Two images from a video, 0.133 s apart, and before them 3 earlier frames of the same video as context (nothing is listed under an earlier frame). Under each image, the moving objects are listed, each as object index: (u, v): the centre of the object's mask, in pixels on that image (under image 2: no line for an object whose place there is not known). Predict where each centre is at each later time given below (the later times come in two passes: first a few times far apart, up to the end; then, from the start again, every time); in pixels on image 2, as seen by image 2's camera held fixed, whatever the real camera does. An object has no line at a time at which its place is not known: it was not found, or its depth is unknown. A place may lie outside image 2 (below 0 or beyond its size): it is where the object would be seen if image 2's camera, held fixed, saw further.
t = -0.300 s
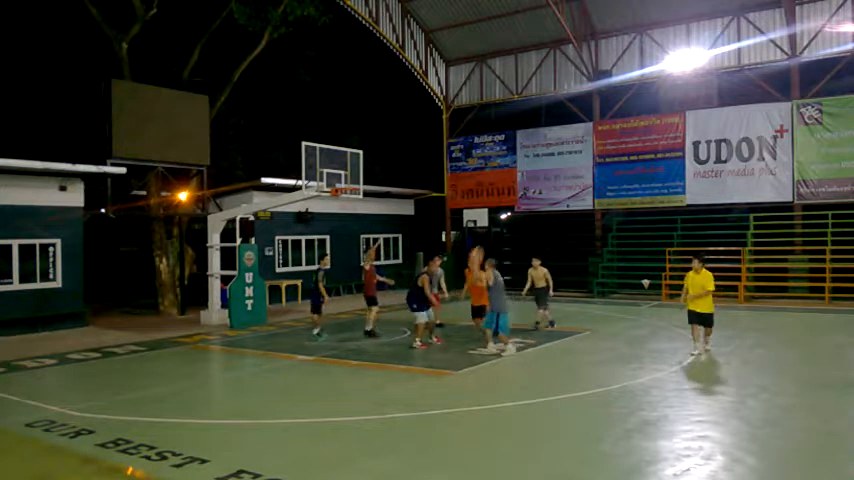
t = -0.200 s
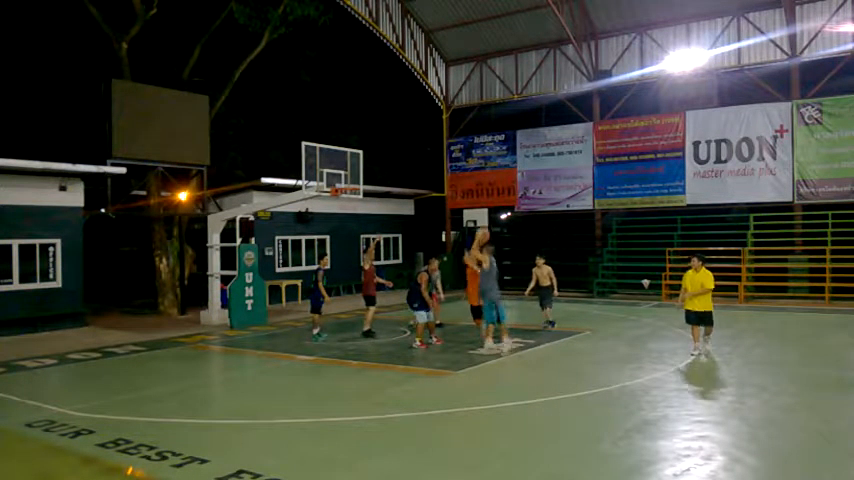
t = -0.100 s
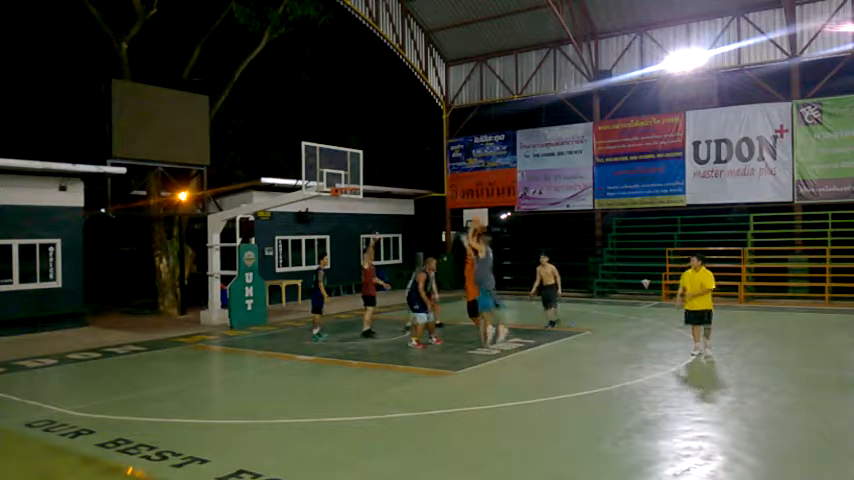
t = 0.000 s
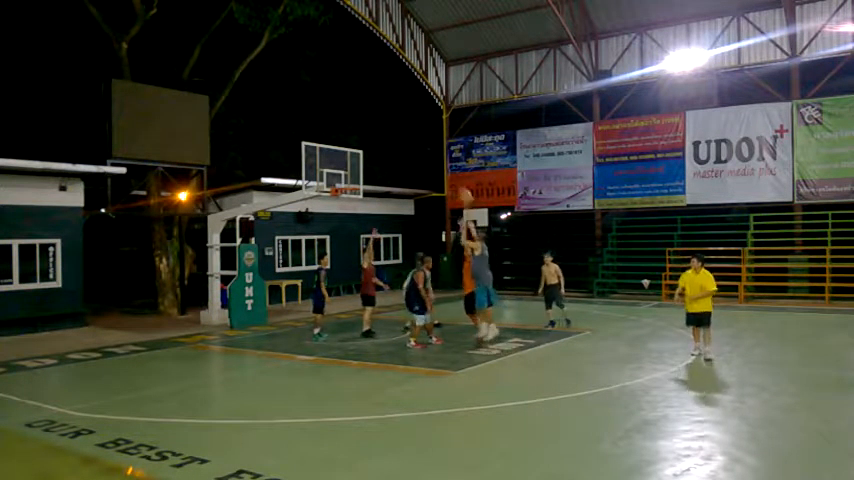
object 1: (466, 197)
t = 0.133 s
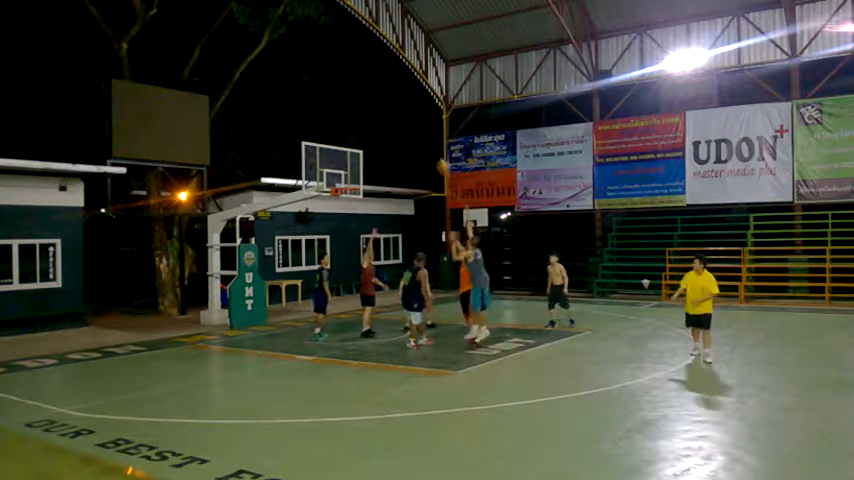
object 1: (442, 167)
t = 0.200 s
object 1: (433, 155)
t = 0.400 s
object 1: (405, 139)
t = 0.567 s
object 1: (385, 141)
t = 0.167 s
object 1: (438, 160)
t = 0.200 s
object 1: (433, 155)
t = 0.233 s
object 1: (428, 151)
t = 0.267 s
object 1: (423, 147)
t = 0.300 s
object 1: (419, 145)
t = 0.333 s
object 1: (414, 142)
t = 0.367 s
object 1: (410, 140)
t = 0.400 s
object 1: (405, 139)
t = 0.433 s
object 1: (401, 139)
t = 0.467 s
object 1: (397, 139)
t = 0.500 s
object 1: (393, 139)
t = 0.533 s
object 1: (389, 140)
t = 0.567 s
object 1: (385, 141)
